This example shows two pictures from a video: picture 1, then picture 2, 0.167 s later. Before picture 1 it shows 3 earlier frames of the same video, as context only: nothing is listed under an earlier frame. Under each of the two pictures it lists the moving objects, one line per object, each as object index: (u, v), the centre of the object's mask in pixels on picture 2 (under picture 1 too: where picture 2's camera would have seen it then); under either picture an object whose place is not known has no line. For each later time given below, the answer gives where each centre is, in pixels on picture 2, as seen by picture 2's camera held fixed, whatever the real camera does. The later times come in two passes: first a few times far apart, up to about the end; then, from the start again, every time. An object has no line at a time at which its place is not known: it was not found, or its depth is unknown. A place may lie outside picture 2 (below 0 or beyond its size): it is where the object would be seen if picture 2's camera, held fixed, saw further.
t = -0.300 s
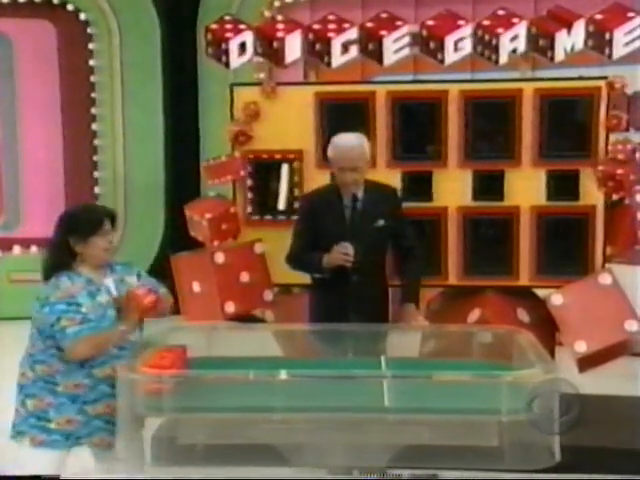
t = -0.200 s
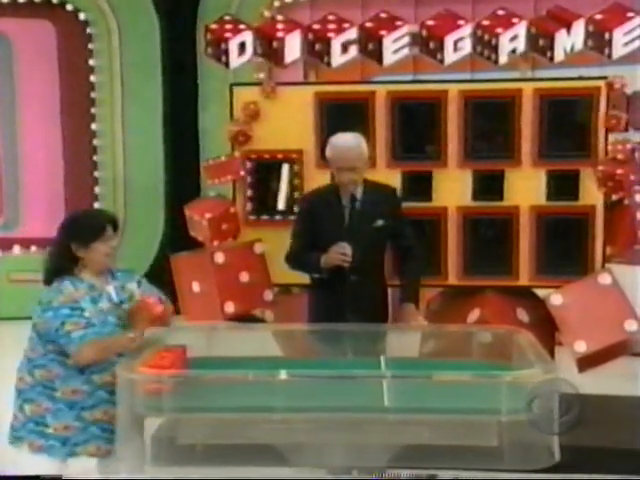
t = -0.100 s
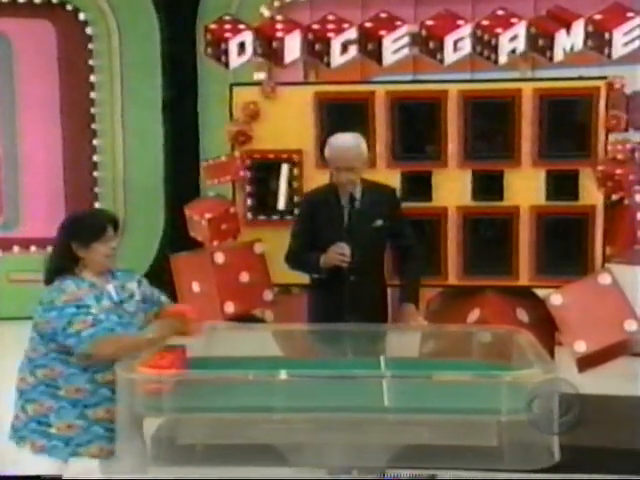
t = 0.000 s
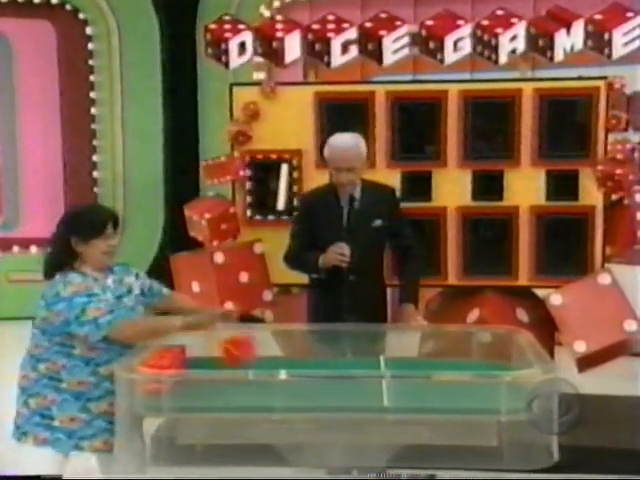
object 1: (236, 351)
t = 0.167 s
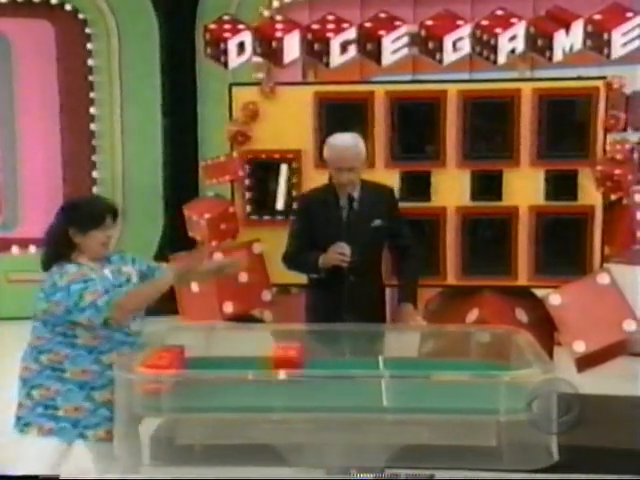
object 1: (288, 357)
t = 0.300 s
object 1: (310, 362)
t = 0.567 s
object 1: (340, 364)
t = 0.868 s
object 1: (351, 364)
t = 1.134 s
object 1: (345, 366)
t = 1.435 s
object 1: (345, 366)
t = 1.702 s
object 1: (345, 367)
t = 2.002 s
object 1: (345, 366)
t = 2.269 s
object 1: (346, 367)
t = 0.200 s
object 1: (293, 358)
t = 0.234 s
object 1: (299, 359)
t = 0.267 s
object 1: (304, 360)
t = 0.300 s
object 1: (310, 362)
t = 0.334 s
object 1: (315, 360)
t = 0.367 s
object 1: (318, 359)
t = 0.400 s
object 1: (324, 360)
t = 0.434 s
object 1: (328, 363)
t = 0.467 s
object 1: (332, 364)
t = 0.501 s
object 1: (335, 365)
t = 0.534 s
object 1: (339, 364)
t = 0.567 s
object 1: (340, 364)
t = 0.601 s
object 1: (340, 364)
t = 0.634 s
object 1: (341, 364)
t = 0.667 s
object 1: (341, 364)
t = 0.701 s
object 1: (344, 364)
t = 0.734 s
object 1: (345, 365)
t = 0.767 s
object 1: (348, 364)
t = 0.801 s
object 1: (351, 364)
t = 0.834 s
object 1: (351, 364)
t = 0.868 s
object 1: (351, 364)
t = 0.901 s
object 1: (350, 364)
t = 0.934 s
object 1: (347, 364)
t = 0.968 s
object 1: (345, 364)
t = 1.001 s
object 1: (344, 365)
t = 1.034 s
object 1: (344, 365)
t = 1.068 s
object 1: (345, 365)
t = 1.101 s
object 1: (346, 365)
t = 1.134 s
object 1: (345, 366)
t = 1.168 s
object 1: (345, 366)
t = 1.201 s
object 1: (345, 366)
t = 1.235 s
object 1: (345, 365)
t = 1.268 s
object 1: (345, 366)
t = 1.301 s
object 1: (345, 366)
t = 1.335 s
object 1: (345, 366)
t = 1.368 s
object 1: (345, 366)
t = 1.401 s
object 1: (345, 366)
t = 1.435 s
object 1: (345, 366)
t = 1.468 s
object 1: (344, 366)
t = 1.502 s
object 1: (345, 366)
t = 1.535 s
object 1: (344, 366)
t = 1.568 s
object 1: (344, 366)
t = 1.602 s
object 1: (345, 366)
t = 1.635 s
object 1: (344, 366)
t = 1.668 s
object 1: (345, 367)
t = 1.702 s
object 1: (345, 367)
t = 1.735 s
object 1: (345, 366)
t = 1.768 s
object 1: (345, 366)
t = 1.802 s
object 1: (345, 366)
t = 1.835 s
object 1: (344, 366)
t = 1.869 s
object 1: (345, 367)
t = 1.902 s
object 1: (345, 367)
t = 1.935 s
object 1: (345, 366)
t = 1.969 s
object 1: (345, 366)
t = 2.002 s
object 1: (345, 366)
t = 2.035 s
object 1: (345, 366)
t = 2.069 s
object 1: (345, 367)
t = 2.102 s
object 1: (345, 367)
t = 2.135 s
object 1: (345, 367)
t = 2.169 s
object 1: (345, 367)
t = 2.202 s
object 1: (345, 367)
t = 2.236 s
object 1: (345, 367)
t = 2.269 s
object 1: (346, 367)
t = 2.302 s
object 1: (345, 366)
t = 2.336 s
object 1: (346, 367)
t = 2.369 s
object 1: (345, 366)
